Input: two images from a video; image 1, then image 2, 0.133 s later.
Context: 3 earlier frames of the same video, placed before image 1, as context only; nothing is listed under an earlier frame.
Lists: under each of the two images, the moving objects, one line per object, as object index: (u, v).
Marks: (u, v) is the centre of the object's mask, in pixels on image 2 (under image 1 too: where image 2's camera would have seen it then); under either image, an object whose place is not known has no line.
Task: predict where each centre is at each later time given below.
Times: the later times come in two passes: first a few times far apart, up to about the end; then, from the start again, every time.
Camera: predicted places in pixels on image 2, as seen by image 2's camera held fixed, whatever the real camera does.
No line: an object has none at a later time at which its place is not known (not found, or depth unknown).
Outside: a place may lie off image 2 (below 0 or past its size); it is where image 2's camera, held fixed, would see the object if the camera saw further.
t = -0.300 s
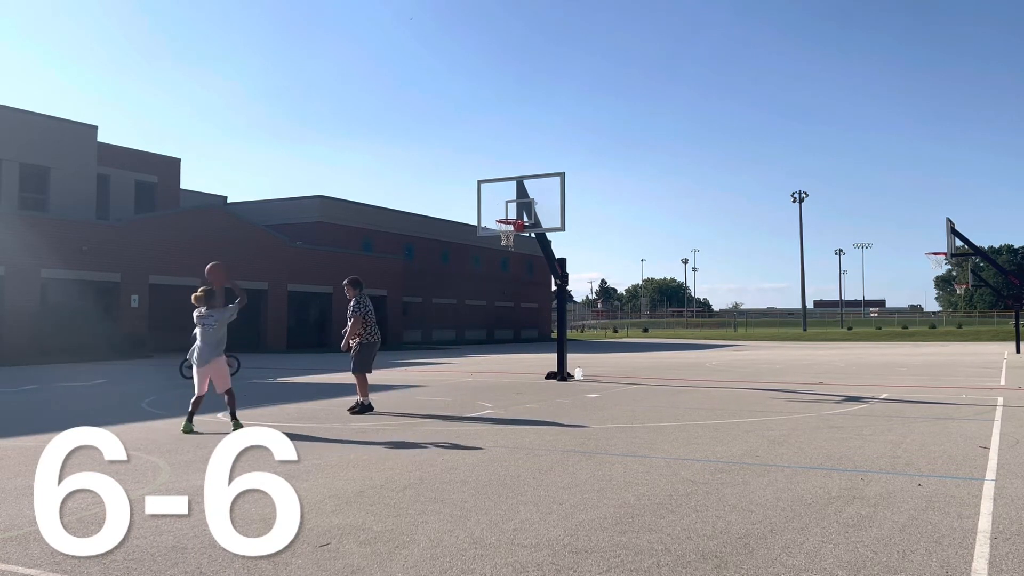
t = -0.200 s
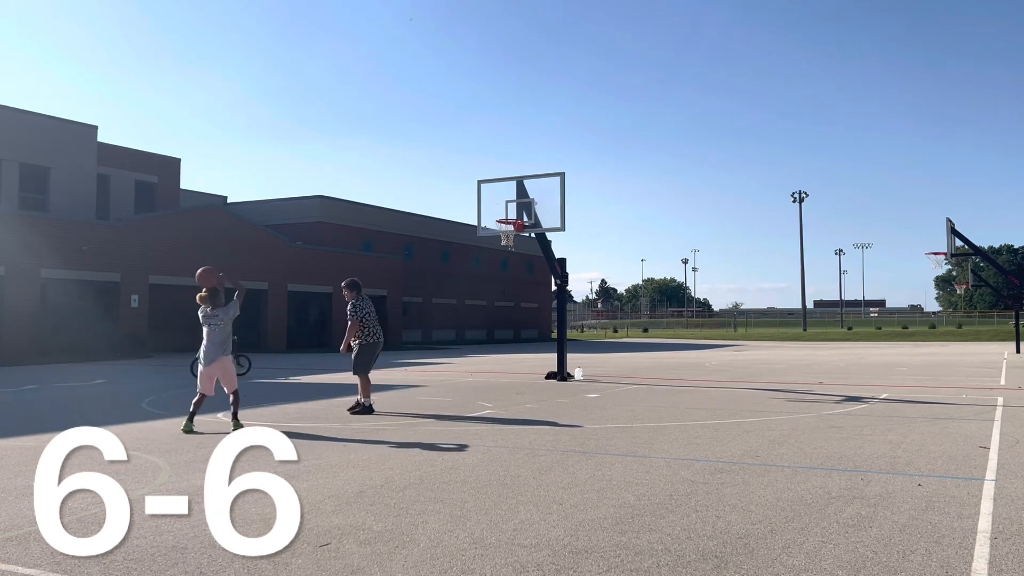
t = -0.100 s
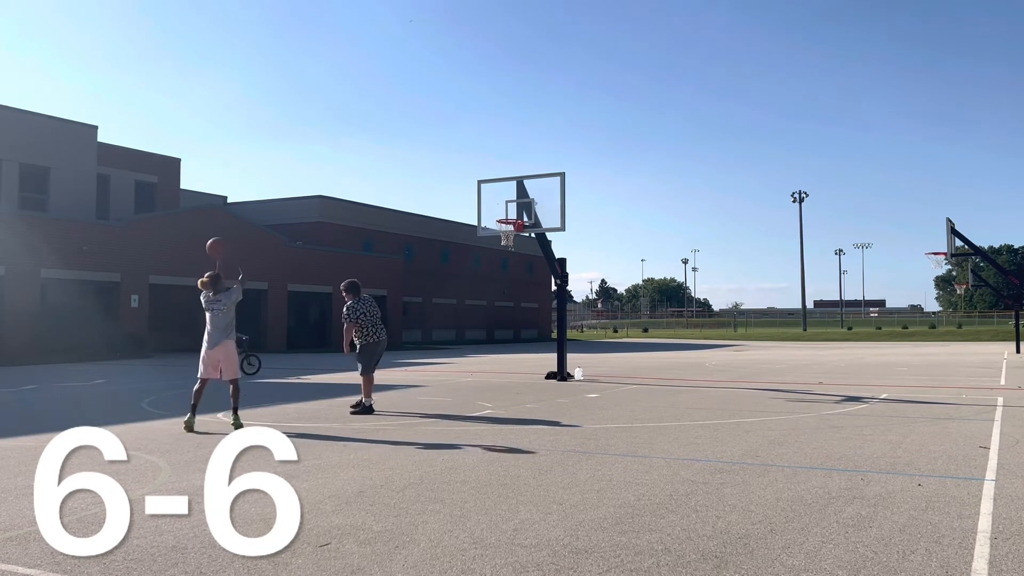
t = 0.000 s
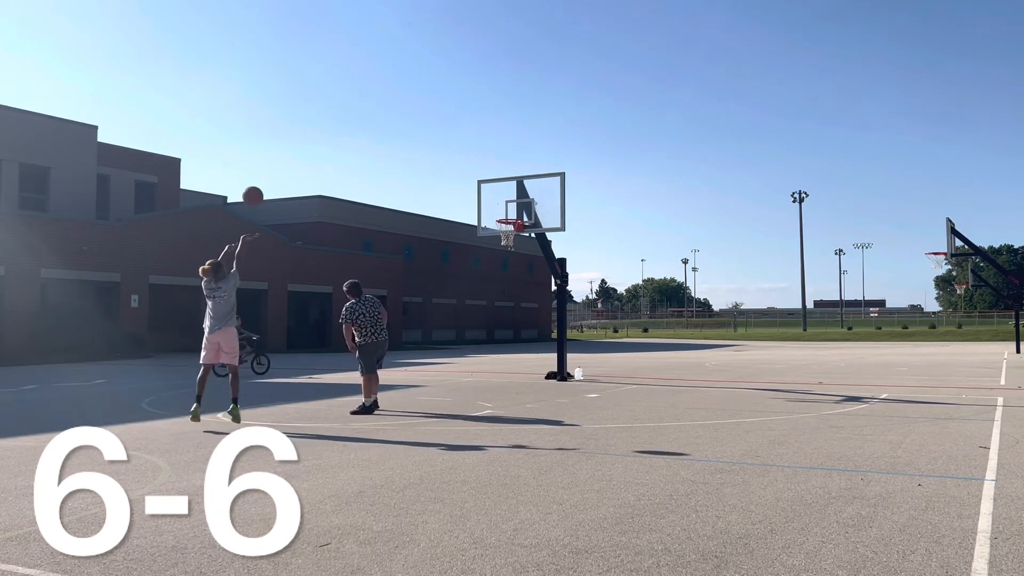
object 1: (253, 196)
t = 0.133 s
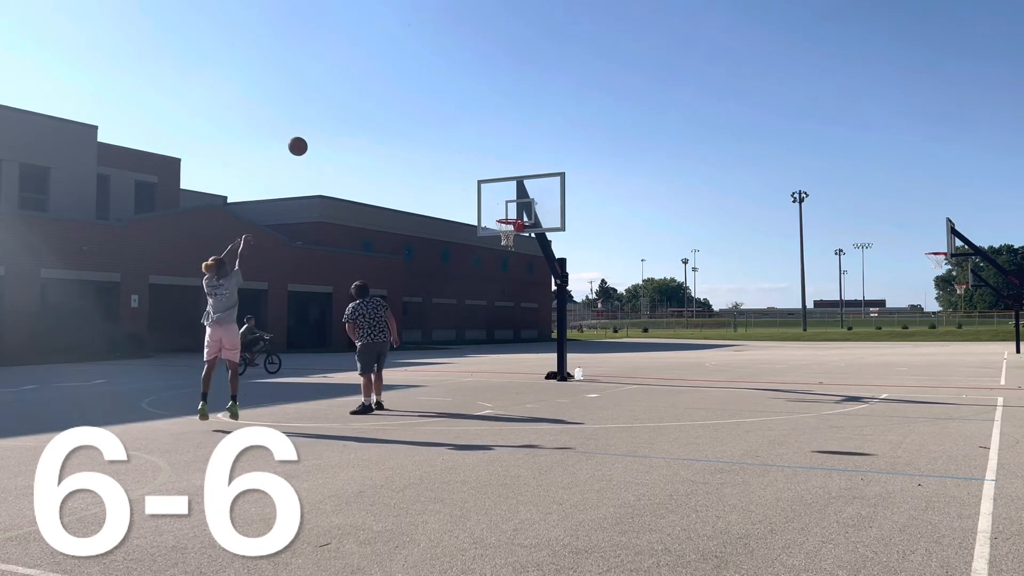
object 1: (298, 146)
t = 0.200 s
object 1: (318, 128)
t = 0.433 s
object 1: (380, 98)
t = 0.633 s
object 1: (423, 104)
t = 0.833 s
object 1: (460, 133)
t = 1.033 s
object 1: (492, 180)
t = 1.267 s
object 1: (518, 186)
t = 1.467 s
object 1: (533, 145)
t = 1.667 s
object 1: (549, 120)
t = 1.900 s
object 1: (569, 118)
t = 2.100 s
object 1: (586, 141)
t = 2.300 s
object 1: (603, 187)
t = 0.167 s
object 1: (308, 137)
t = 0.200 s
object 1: (318, 128)
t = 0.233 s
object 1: (328, 121)
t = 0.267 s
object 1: (337, 115)
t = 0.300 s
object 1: (346, 110)
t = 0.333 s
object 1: (355, 106)
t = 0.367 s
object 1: (363, 102)
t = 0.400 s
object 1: (372, 100)
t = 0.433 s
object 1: (380, 98)
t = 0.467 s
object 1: (387, 97)
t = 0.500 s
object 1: (395, 97)
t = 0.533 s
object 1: (402, 98)
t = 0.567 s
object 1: (409, 100)
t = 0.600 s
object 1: (416, 102)
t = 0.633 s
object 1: (423, 104)
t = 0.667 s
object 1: (429, 108)
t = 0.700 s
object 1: (435, 112)
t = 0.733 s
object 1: (442, 116)
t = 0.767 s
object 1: (448, 121)
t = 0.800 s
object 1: (454, 127)
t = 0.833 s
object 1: (460, 133)
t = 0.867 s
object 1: (465, 139)
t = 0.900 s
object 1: (471, 147)
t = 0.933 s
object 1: (476, 154)
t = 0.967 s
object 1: (481, 162)
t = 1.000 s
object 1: (486, 171)
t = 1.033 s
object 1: (492, 180)
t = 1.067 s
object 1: (496, 189)
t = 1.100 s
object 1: (501, 199)
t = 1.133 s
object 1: (505, 209)
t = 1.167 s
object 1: (510, 215)
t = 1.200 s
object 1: (512, 206)
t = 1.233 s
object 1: (514, 195)
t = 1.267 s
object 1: (518, 186)
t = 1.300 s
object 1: (520, 177)
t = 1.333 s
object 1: (523, 169)
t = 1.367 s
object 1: (526, 162)
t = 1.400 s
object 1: (529, 155)
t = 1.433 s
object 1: (531, 148)
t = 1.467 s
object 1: (533, 145)
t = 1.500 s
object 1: (536, 140)
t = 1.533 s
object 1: (538, 135)
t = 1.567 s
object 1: (541, 130)
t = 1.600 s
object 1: (544, 126)
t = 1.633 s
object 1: (547, 123)
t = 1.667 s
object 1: (549, 120)
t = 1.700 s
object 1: (552, 118)
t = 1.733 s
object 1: (555, 117)
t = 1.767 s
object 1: (558, 116)
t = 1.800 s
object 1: (561, 116)
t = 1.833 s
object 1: (564, 116)
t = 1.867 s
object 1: (567, 117)
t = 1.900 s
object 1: (569, 118)
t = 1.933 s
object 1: (572, 121)
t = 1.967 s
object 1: (575, 124)
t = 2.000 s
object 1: (578, 127)
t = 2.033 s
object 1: (581, 131)
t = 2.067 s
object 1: (583, 136)
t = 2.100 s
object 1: (586, 141)
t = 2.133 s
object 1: (589, 147)
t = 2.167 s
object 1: (592, 154)
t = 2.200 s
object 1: (595, 161)
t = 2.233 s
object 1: (598, 169)
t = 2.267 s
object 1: (600, 178)
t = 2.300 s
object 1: (603, 187)
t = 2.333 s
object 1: (606, 197)
